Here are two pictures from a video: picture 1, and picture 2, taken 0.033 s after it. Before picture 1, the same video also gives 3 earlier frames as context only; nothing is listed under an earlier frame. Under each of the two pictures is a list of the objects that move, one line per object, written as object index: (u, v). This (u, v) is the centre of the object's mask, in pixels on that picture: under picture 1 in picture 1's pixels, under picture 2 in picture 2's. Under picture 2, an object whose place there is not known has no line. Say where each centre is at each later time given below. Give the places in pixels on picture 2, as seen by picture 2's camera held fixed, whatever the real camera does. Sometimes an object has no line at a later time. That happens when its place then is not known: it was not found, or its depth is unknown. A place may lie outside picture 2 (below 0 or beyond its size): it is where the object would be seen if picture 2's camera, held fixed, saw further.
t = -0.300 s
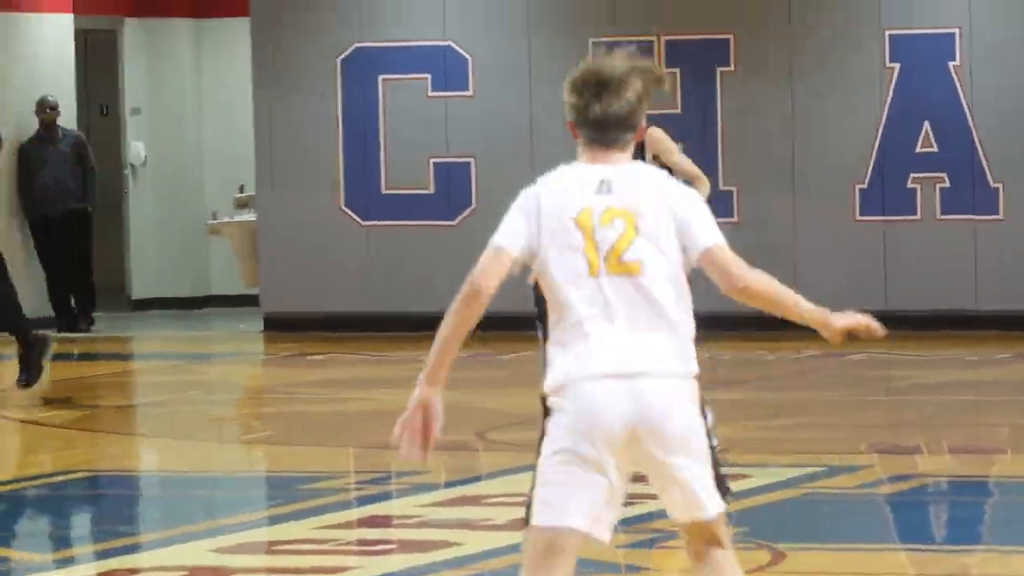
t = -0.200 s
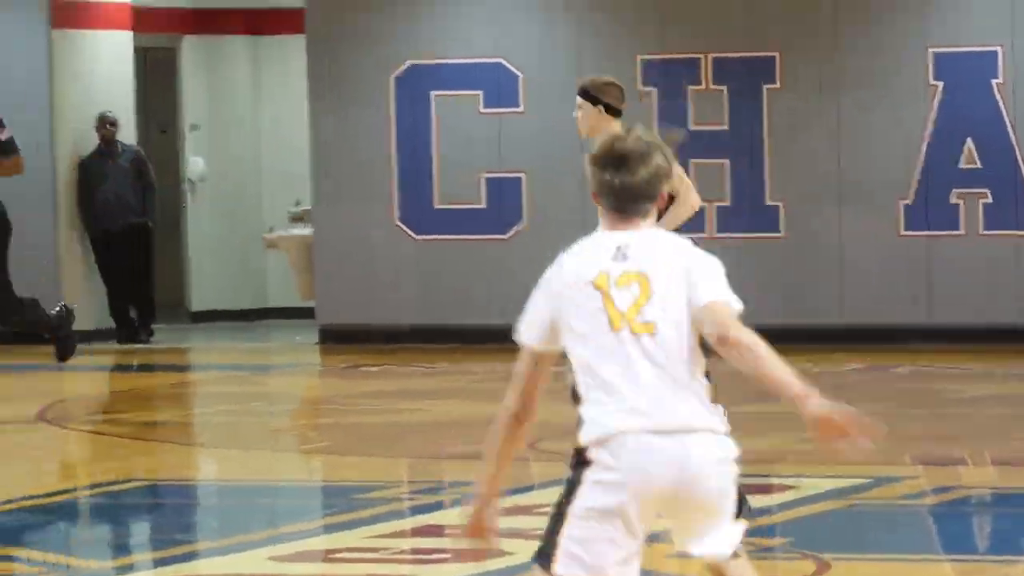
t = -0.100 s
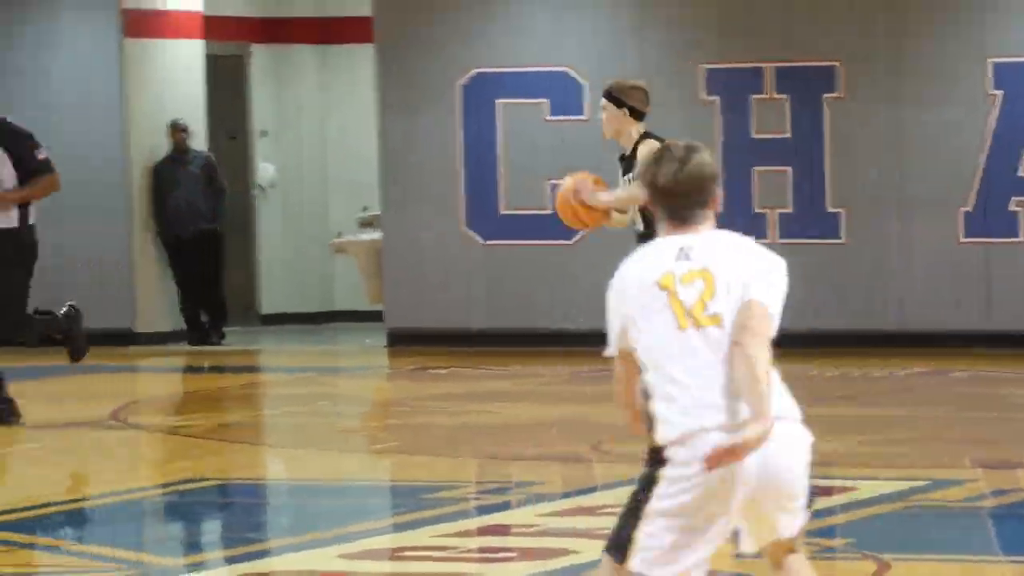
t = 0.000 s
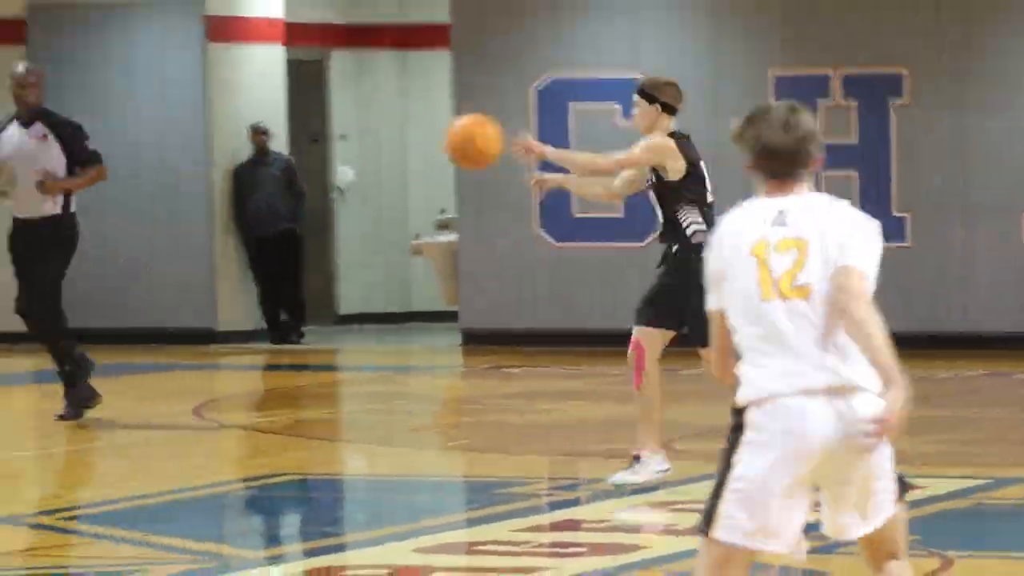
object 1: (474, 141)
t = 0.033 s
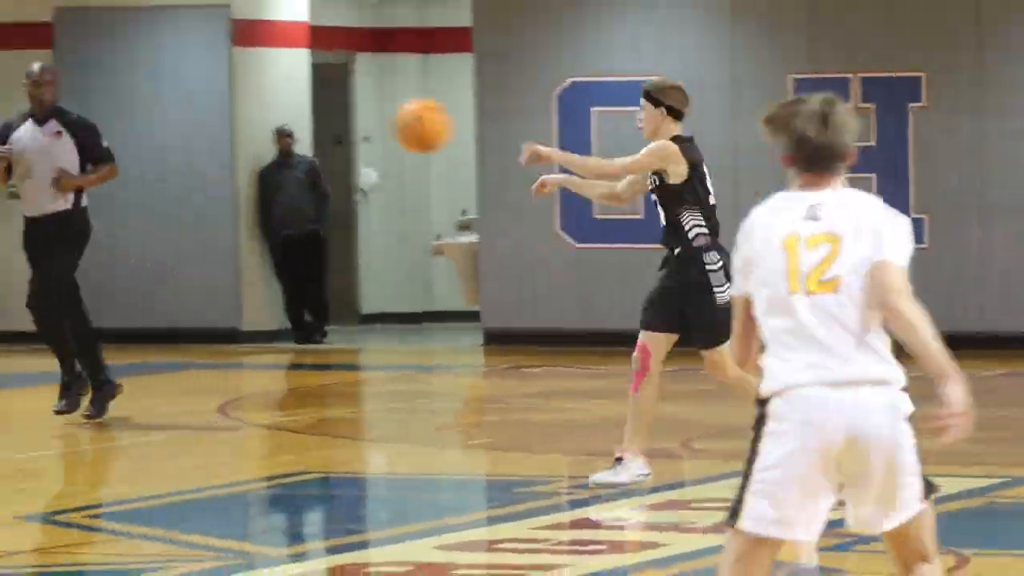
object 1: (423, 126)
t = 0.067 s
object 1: (349, 109)
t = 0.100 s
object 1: (279, 98)
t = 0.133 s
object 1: (207, 85)
